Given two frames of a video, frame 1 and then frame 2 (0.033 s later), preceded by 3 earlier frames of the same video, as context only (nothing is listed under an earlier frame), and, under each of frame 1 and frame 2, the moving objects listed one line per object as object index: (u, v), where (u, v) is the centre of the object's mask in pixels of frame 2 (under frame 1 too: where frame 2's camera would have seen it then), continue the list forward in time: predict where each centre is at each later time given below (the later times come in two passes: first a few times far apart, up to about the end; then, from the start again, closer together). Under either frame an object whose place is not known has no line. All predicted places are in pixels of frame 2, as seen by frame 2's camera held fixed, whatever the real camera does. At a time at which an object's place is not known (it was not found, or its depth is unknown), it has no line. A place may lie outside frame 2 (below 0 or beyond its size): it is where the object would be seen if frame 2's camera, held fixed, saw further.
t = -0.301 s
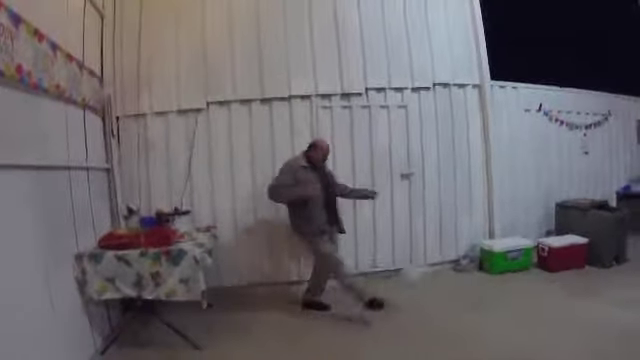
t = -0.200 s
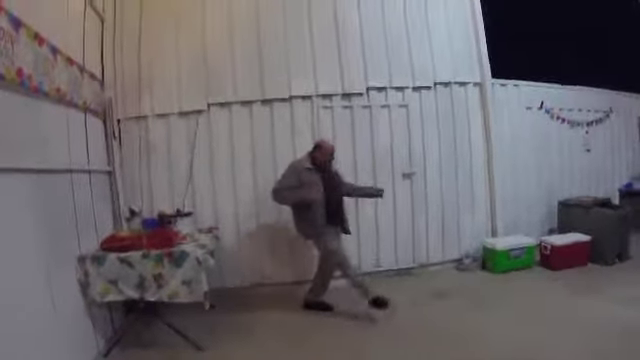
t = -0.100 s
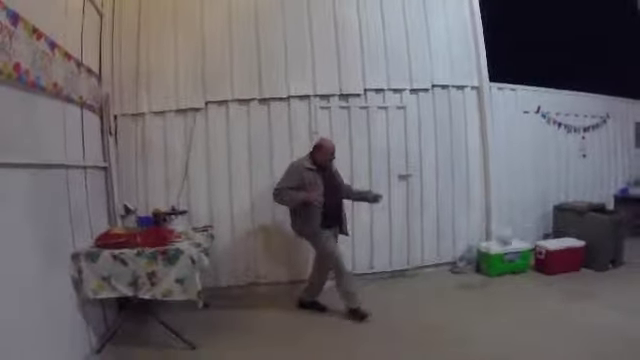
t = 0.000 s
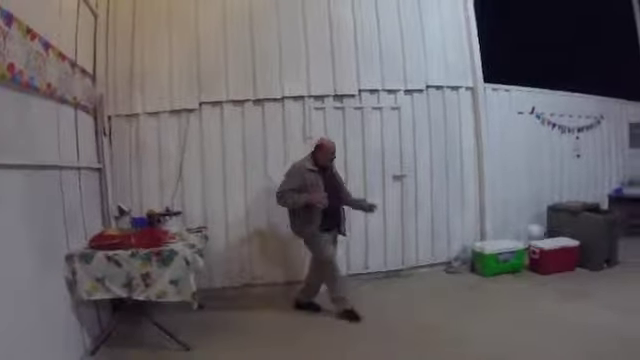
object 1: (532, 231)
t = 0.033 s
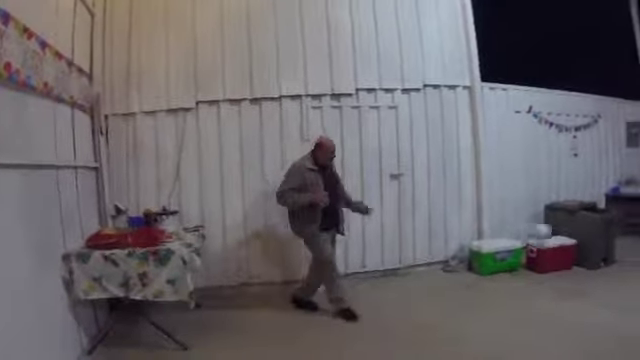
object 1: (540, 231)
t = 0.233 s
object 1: (559, 230)
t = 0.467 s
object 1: (524, 275)
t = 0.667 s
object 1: (502, 267)
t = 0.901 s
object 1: (474, 290)
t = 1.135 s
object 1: (439, 314)
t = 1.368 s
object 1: (402, 334)
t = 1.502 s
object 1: (377, 346)
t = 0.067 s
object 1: (552, 233)
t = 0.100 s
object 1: (560, 232)
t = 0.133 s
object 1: (567, 228)
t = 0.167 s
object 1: (568, 228)
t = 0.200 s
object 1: (563, 229)
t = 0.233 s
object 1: (559, 230)
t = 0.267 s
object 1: (555, 234)
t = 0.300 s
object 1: (551, 237)
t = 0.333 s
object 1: (546, 240)
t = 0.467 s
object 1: (524, 275)
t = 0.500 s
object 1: (519, 282)
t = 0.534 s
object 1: (515, 283)
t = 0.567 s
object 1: (510, 281)
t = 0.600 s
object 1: (509, 269)
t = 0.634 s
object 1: (505, 268)
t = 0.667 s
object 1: (502, 267)
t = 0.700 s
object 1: (496, 268)
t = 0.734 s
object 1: (493, 269)
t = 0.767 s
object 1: (490, 270)
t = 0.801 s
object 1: (486, 274)
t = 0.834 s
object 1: (483, 277)
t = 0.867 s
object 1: (479, 283)
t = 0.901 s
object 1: (474, 290)
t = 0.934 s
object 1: (470, 303)
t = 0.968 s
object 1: (466, 310)
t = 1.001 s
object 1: (459, 310)
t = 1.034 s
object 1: (454, 310)
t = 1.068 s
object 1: (451, 311)
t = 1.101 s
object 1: (443, 312)
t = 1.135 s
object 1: (439, 314)
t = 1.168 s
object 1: (434, 317)
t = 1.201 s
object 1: (430, 322)
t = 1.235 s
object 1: (424, 324)
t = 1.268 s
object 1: (418, 330)
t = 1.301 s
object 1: (412, 334)
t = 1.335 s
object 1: (409, 334)
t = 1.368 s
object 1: (402, 334)
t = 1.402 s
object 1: (392, 336)
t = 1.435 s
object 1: (388, 340)
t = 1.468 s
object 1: (383, 341)
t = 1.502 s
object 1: (377, 346)
